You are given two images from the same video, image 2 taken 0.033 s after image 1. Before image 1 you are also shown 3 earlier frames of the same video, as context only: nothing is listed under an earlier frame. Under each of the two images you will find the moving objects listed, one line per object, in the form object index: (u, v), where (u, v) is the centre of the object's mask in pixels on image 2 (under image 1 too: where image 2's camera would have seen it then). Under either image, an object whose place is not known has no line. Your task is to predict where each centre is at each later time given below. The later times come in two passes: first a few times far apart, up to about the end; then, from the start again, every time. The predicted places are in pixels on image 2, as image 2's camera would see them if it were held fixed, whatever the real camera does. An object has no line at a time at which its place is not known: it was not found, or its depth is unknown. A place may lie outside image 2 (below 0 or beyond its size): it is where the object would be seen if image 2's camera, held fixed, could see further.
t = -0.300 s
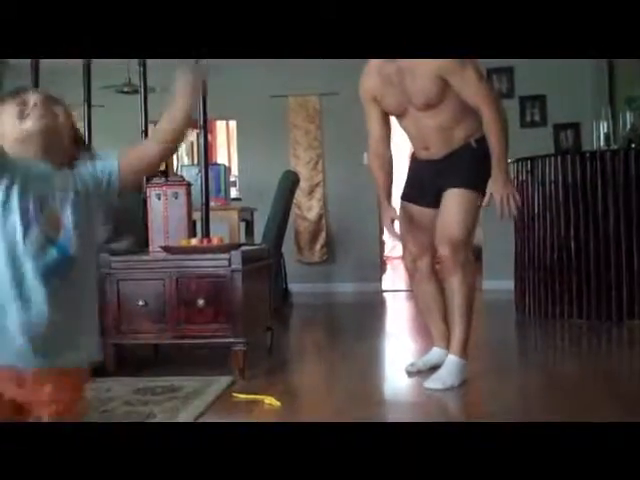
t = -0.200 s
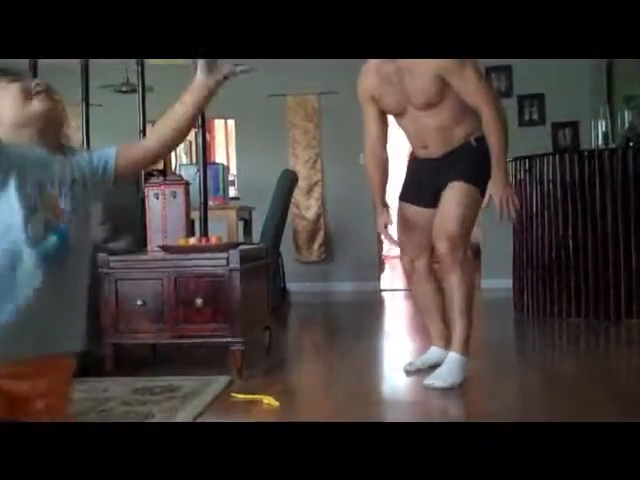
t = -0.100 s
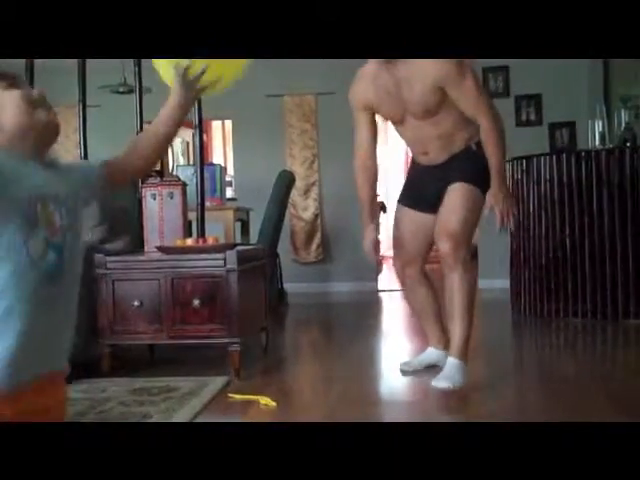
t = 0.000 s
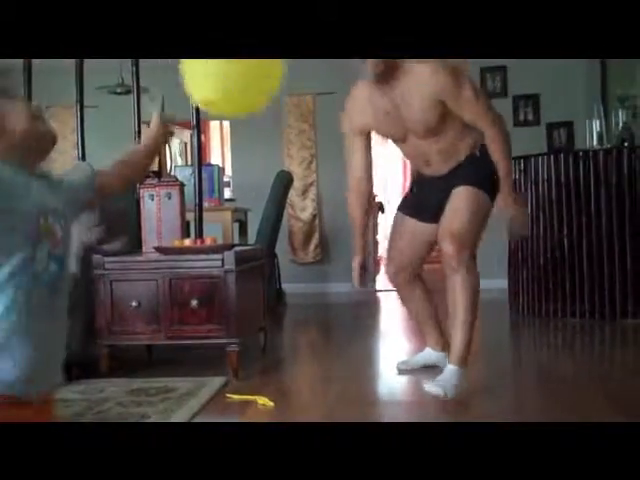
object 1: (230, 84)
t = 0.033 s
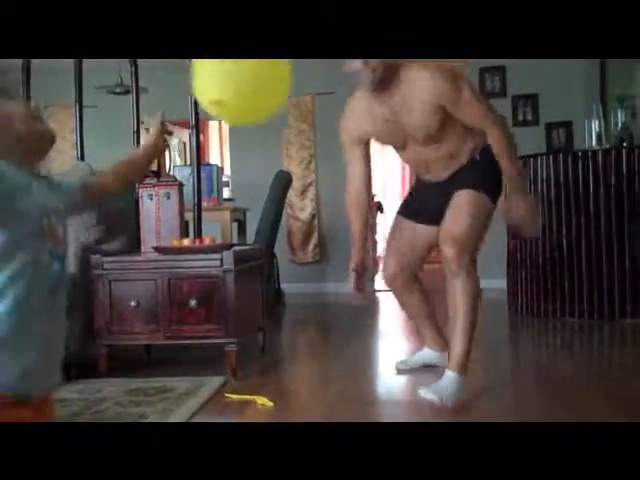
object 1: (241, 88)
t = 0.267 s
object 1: (280, 156)
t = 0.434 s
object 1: (290, 221)
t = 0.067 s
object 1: (249, 93)
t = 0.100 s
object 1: (257, 99)
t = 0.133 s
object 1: (263, 107)
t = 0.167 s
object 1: (269, 118)
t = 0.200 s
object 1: (273, 130)
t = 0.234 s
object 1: (277, 143)
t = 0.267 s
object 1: (280, 156)
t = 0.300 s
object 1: (283, 168)
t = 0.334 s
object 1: (285, 181)
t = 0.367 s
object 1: (288, 193)
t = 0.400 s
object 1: (290, 207)
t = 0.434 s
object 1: (290, 221)
